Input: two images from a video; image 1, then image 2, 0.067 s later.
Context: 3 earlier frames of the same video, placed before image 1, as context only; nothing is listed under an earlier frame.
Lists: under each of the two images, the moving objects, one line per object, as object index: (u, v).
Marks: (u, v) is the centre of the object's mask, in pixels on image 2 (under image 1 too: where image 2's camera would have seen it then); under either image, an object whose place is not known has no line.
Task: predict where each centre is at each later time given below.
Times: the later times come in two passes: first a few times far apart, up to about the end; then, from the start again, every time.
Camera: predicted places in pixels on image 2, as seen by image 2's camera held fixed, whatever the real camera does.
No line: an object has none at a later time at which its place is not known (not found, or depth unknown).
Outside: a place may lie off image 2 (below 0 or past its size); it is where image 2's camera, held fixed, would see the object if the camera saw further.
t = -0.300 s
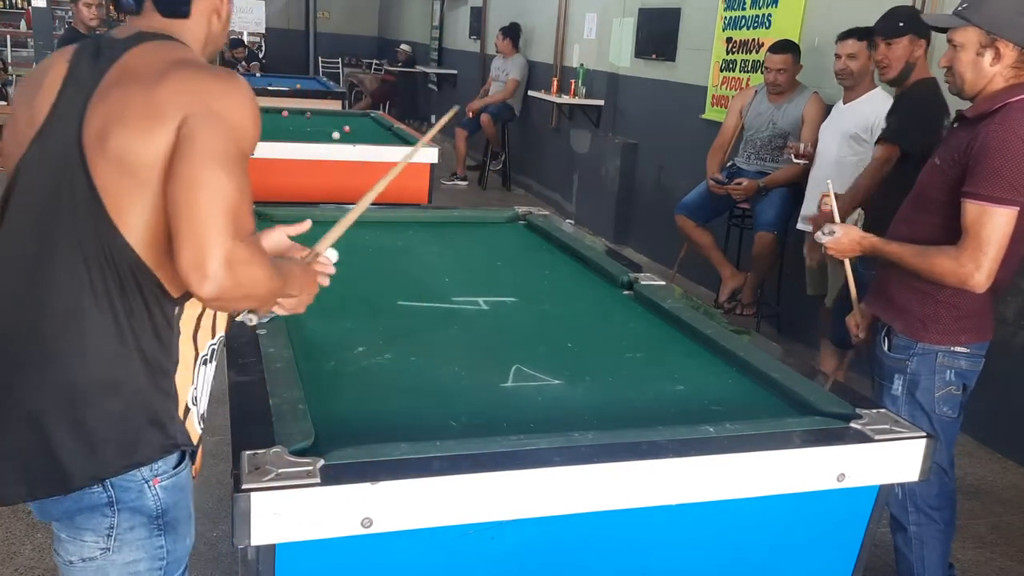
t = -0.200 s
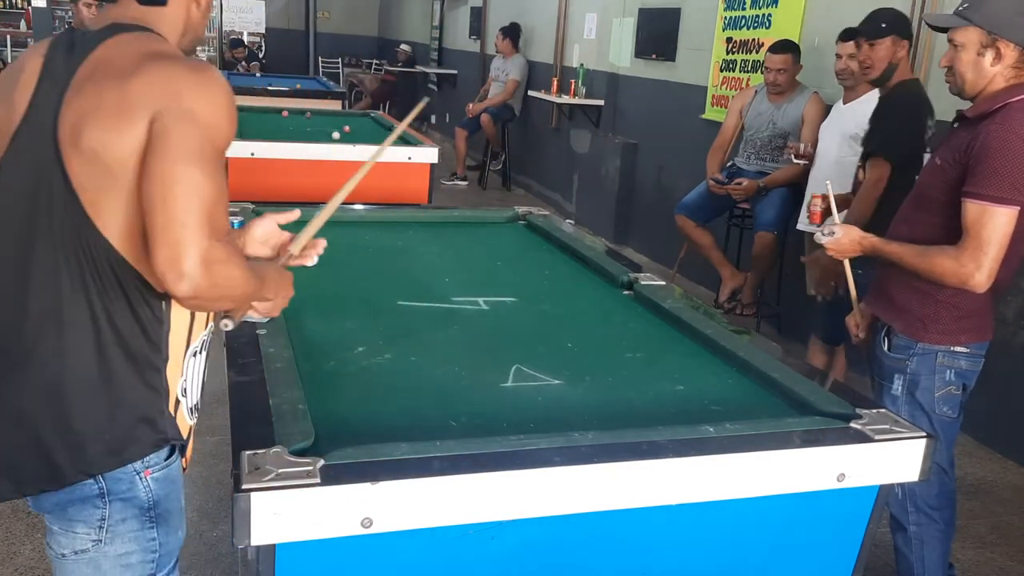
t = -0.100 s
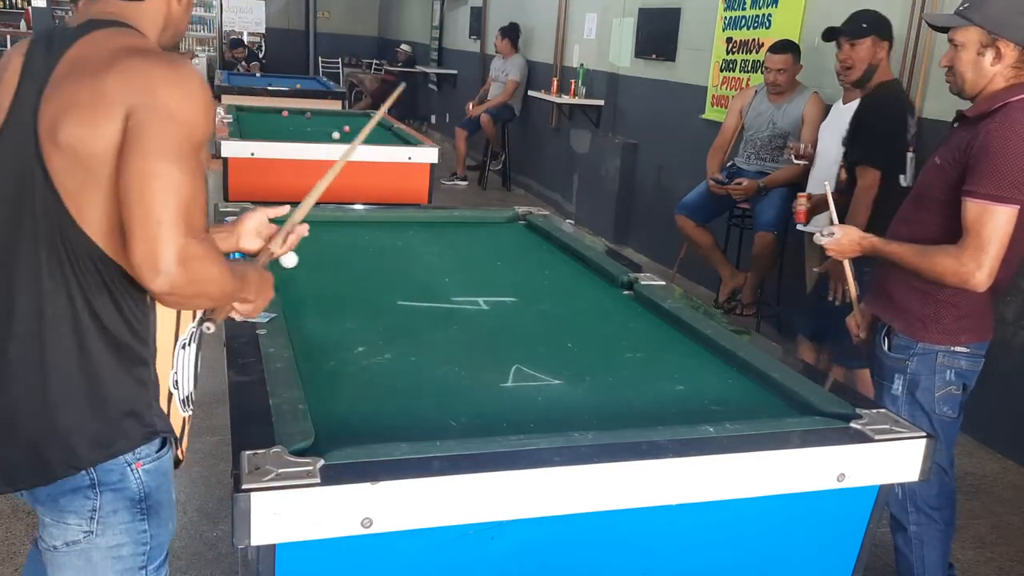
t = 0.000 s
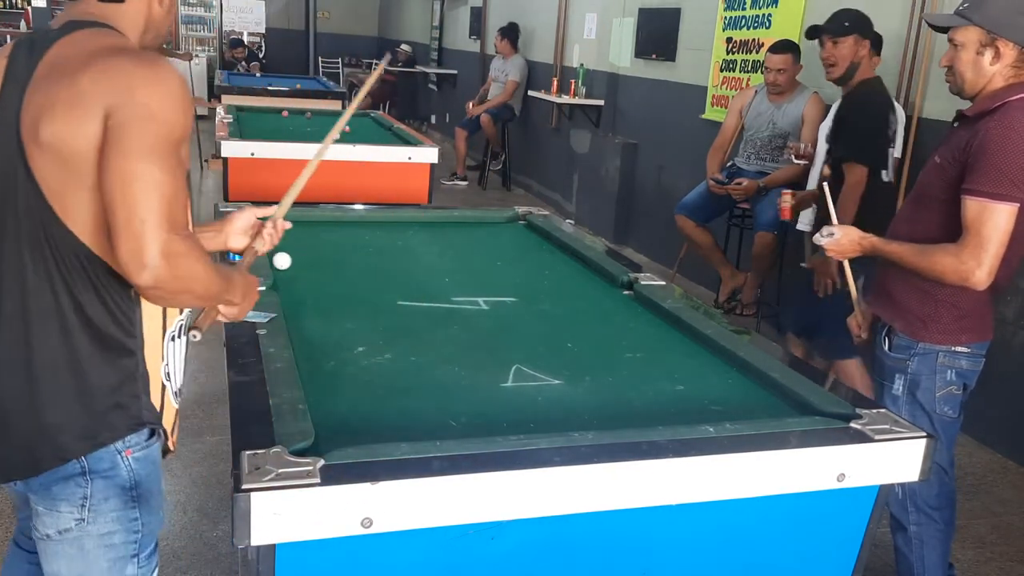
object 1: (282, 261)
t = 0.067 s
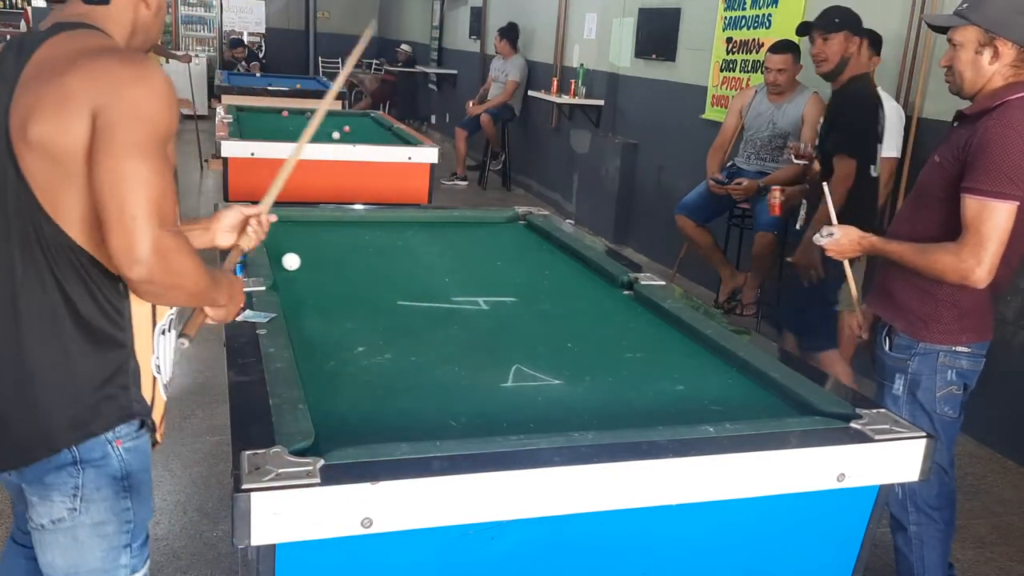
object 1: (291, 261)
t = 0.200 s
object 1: (309, 263)
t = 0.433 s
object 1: (339, 265)
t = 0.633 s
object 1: (364, 267)
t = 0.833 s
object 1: (388, 269)
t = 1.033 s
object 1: (410, 270)
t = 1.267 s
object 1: (435, 272)
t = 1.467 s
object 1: (454, 274)
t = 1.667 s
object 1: (473, 275)
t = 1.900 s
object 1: (493, 277)
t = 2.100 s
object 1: (509, 279)
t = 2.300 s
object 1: (524, 280)
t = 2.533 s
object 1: (539, 281)
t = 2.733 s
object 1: (551, 282)
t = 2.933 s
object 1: (563, 283)
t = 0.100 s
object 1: (295, 262)
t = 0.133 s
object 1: (300, 262)
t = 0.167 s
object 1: (304, 262)
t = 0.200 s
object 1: (309, 263)
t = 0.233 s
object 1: (313, 263)
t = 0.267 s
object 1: (318, 264)
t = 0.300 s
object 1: (322, 264)
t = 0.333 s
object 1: (326, 264)
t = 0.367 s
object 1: (330, 264)
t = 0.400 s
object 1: (335, 265)
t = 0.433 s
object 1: (339, 265)
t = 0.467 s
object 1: (343, 265)
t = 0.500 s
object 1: (347, 266)
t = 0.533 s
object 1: (351, 266)
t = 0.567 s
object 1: (356, 266)
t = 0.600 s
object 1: (360, 267)
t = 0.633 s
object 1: (364, 267)
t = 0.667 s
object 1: (368, 267)
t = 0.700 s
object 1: (372, 268)
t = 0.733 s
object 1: (376, 268)
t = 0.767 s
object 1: (380, 268)
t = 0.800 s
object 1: (384, 269)
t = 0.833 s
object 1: (388, 269)
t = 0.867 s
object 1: (391, 269)
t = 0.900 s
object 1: (395, 269)
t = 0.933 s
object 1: (399, 270)
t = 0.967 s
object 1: (403, 270)
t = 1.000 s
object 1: (407, 270)
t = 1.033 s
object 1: (410, 270)
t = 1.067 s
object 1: (414, 270)
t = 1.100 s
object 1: (417, 271)
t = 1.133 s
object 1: (421, 271)
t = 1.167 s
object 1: (424, 272)
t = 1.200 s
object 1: (428, 272)
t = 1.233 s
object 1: (431, 272)
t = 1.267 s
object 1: (435, 272)
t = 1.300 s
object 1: (438, 273)
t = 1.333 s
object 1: (441, 273)
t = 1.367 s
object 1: (445, 273)
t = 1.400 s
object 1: (448, 273)
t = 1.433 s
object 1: (451, 274)
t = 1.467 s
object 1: (454, 274)
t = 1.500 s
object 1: (458, 274)
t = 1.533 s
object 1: (461, 275)
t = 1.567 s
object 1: (464, 275)
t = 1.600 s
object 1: (467, 275)
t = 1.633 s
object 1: (470, 275)
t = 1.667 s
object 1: (473, 275)
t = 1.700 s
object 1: (476, 276)
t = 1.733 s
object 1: (479, 276)
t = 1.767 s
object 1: (482, 276)
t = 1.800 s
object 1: (484, 276)
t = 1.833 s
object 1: (487, 277)
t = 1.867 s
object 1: (491, 277)
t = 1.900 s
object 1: (493, 277)
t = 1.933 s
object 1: (496, 277)
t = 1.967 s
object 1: (498, 278)
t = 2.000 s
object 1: (501, 278)
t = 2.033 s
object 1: (504, 278)
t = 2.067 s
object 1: (506, 278)
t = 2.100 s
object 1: (509, 279)
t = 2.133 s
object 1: (511, 279)
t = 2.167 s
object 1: (514, 279)
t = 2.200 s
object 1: (516, 279)
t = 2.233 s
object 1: (519, 279)
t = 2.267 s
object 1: (521, 280)
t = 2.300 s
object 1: (524, 280)
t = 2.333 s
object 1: (526, 280)
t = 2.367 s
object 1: (528, 280)
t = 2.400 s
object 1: (531, 281)
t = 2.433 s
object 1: (533, 281)
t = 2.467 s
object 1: (535, 281)
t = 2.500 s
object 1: (537, 281)
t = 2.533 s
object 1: (539, 281)
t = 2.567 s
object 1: (541, 281)
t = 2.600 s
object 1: (543, 282)
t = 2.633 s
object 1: (545, 282)
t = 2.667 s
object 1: (548, 282)
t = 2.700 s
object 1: (549, 282)
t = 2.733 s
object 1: (551, 282)
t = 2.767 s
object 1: (553, 283)
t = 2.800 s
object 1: (555, 283)
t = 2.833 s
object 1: (557, 283)
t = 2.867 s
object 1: (559, 283)
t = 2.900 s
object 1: (561, 283)
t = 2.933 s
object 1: (563, 283)
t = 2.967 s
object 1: (564, 283)
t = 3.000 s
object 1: (566, 284)
